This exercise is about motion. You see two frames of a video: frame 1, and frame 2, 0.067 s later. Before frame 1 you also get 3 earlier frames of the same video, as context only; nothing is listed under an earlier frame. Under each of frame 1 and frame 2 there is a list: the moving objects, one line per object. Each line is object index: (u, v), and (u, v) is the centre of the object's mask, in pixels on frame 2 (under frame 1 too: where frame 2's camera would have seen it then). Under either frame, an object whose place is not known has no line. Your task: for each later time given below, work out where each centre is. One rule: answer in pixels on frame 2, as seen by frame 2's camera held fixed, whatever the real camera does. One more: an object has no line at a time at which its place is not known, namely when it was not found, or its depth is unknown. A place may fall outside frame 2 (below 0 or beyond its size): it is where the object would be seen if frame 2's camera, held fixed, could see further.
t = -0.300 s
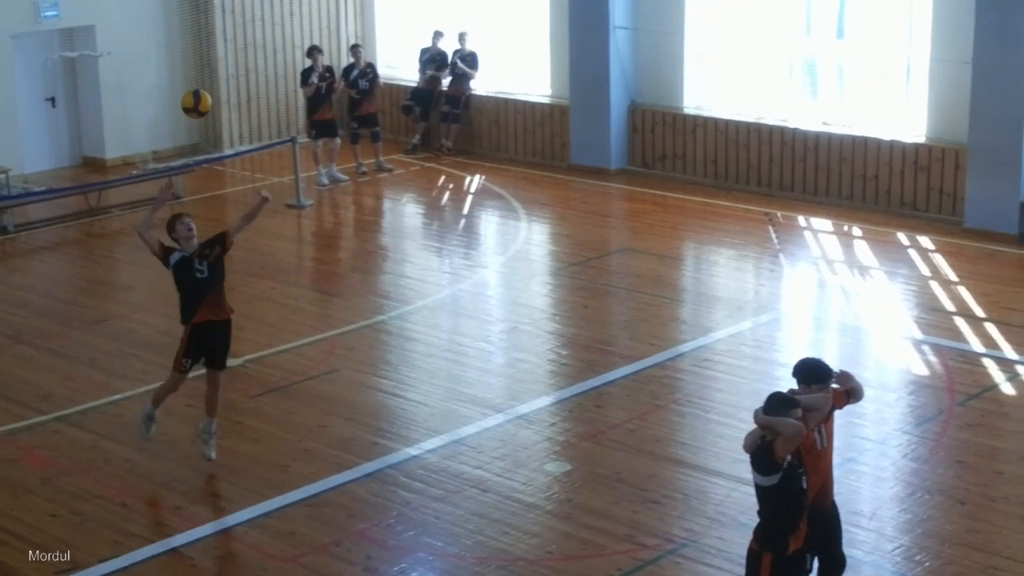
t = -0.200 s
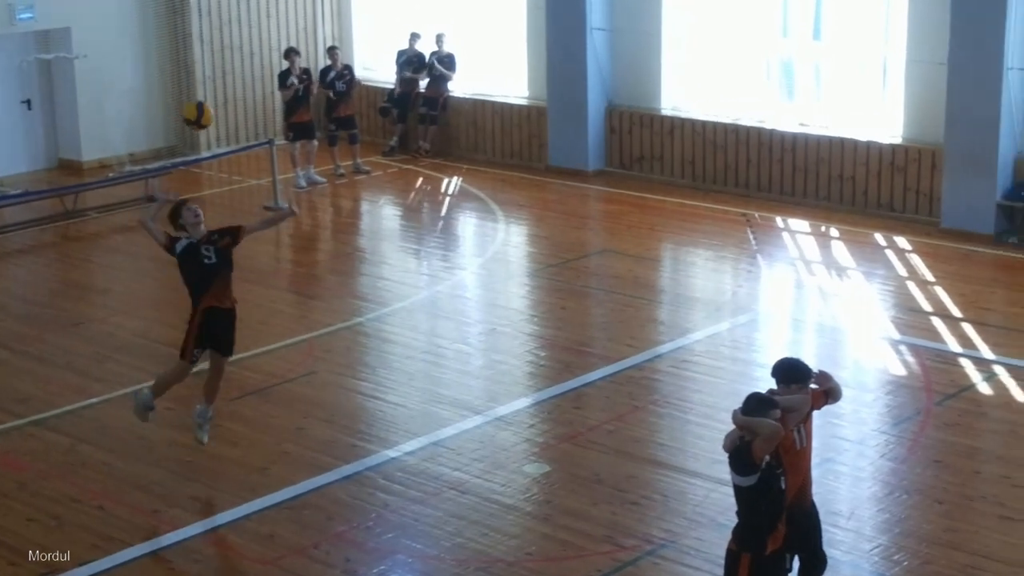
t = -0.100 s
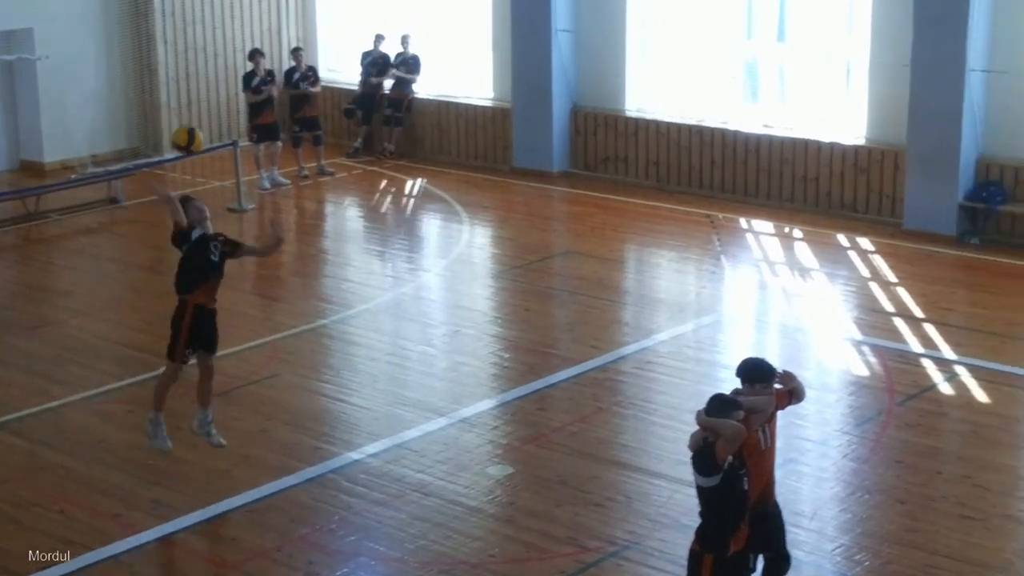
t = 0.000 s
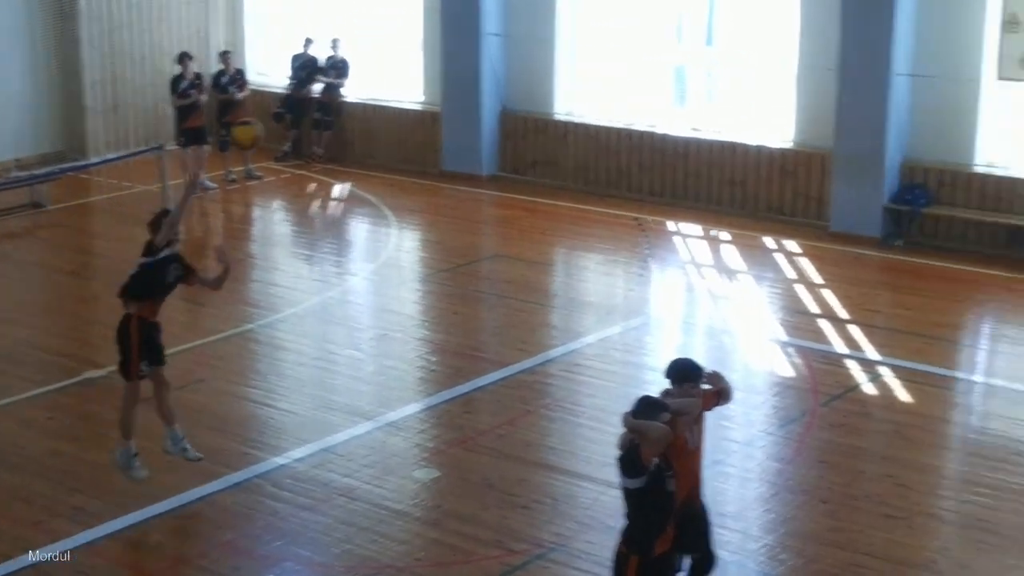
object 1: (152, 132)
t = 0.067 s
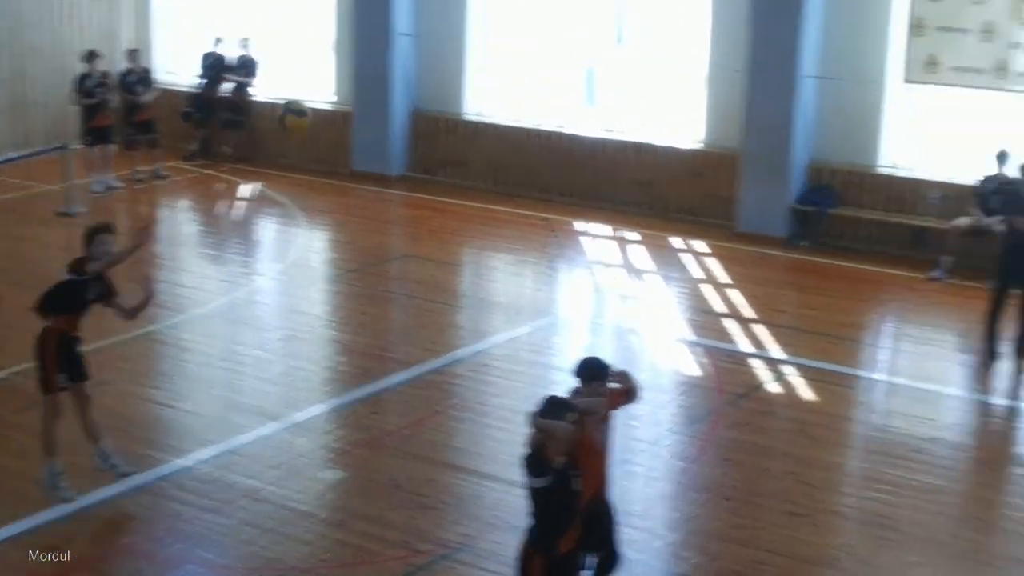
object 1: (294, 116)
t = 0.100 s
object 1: (368, 110)
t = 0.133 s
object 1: (444, 104)
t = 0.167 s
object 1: (524, 102)
